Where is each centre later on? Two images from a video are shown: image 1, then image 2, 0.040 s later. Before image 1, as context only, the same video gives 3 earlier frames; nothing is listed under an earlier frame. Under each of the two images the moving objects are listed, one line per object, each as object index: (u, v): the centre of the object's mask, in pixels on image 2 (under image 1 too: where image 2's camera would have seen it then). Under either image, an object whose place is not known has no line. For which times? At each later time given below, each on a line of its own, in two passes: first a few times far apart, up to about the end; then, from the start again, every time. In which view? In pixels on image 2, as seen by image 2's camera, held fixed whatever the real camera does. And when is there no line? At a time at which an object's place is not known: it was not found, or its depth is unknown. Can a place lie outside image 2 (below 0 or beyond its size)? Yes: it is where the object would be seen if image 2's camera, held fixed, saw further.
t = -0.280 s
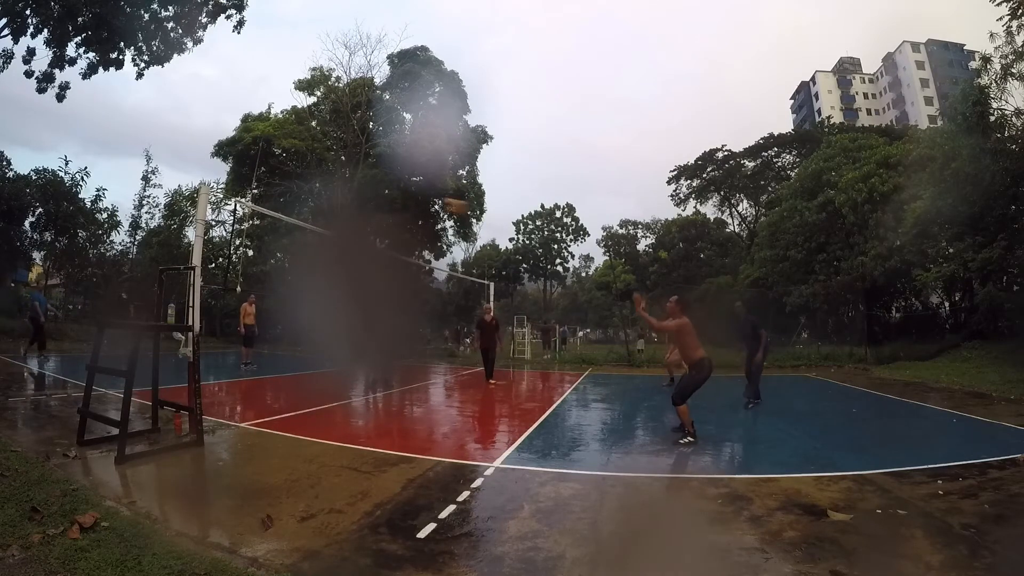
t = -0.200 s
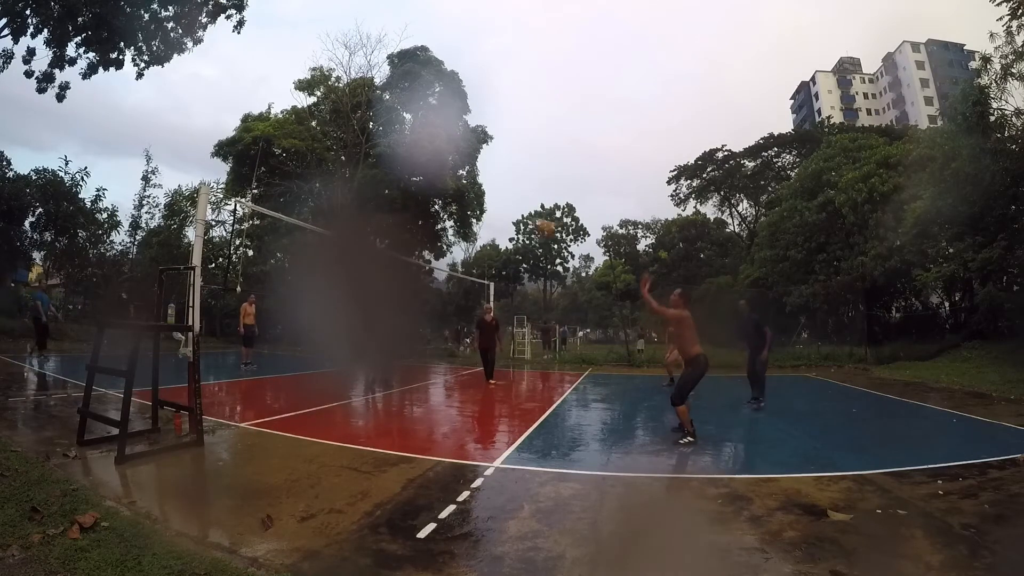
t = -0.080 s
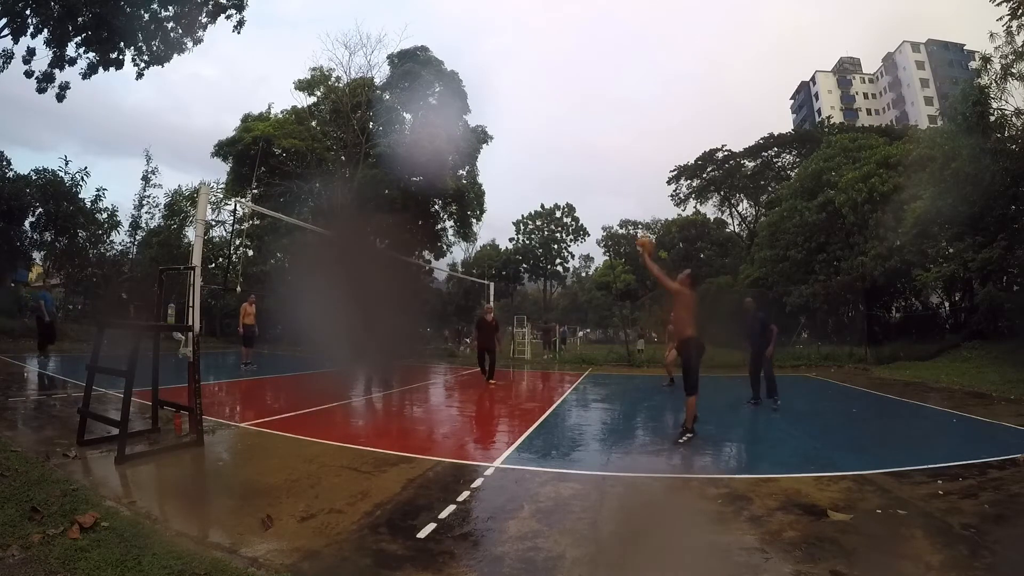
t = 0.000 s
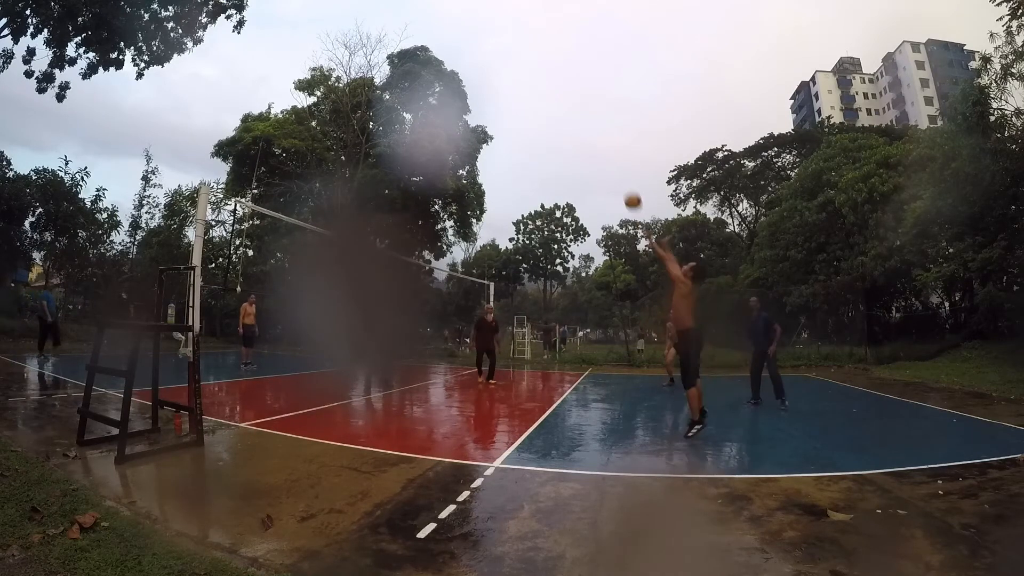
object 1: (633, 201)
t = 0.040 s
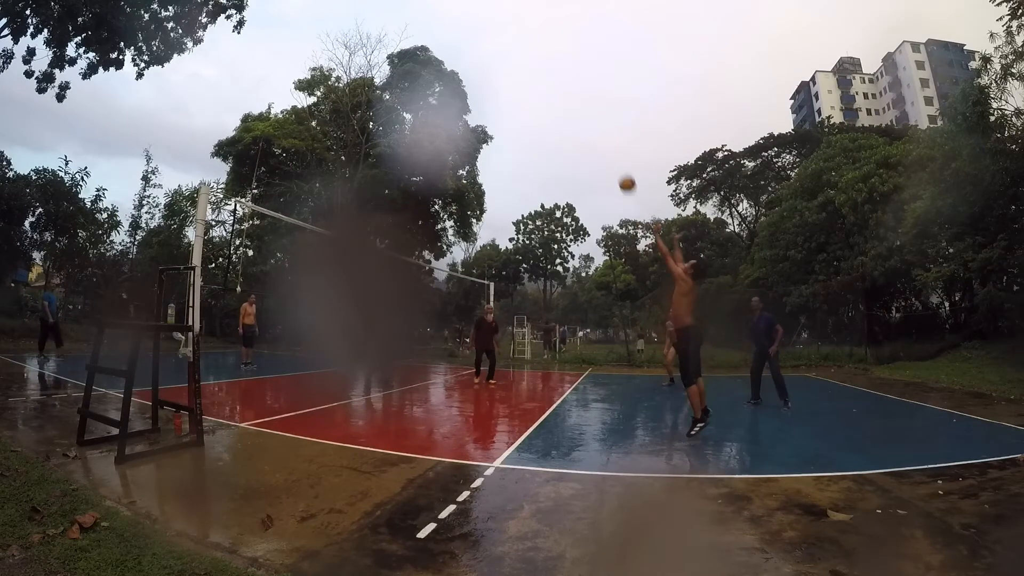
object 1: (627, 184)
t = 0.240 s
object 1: (602, 123)
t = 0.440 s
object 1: (582, 97)
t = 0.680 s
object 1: (562, 100)
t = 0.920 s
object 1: (545, 136)
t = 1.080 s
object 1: (534, 177)
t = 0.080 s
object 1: (621, 168)
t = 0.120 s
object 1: (616, 154)
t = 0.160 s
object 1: (611, 142)
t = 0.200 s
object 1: (606, 131)
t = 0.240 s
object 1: (602, 123)
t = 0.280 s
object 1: (597, 115)
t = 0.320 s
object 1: (593, 109)
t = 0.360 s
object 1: (590, 104)
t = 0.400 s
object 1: (586, 100)
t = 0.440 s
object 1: (582, 97)
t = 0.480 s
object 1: (578, 96)
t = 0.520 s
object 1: (575, 95)
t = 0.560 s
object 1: (572, 95)
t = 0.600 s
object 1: (568, 96)
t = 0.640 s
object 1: (565, 98)
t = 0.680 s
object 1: (562, 100)
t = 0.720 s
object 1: (559, 104)
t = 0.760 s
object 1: (556, 109)
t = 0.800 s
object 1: (553, 114)
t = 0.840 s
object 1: (550, 121)
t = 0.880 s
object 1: (548, 128)
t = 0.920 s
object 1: (545, 136)
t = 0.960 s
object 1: (542, 145)
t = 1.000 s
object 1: (539, 155)
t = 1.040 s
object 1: (537, 166)
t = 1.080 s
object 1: (534, 177)
